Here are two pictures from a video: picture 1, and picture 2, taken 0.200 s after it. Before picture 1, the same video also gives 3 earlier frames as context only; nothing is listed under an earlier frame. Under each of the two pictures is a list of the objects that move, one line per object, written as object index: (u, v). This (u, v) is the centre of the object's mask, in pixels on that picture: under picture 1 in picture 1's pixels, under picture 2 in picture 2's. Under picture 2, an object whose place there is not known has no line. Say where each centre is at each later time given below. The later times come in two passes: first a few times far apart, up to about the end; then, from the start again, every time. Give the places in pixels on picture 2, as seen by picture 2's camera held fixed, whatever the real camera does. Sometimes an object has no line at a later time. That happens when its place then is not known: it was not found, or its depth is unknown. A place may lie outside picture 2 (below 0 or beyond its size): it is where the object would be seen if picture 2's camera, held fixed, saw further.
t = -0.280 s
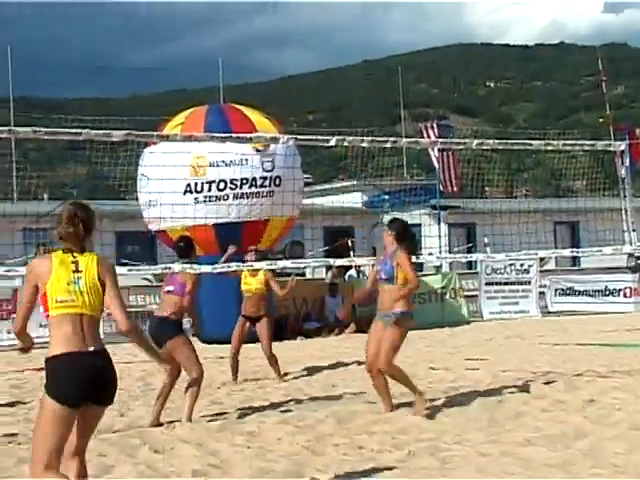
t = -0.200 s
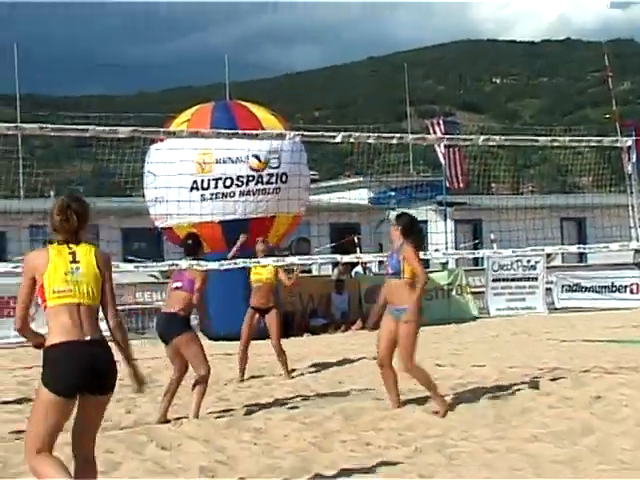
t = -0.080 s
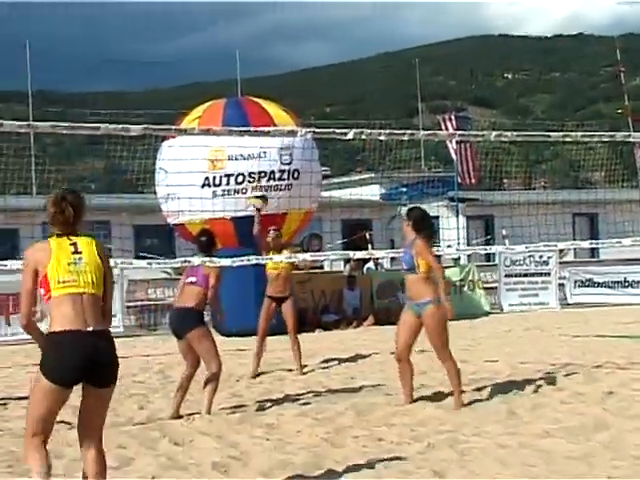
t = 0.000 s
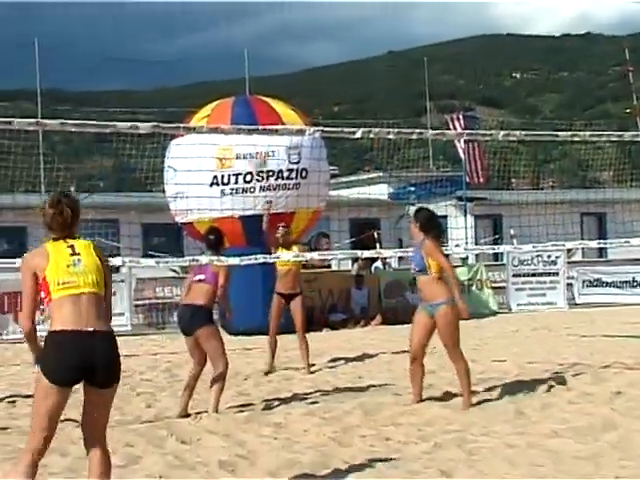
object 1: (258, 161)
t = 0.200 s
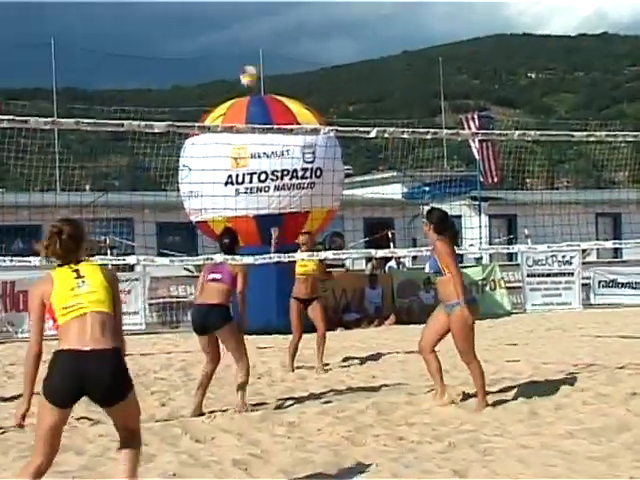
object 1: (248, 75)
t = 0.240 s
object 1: (245, 64)
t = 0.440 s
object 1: (226, 25)
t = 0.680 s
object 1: (205, 30)
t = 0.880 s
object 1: (188, 76)
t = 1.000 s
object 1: (179, 116)
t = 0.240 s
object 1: (245, 64)
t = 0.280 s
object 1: (241, 53)
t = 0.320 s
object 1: (237, 44)
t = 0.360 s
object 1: (234, 37)
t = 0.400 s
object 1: (229, 30)
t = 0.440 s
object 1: (226, 25)
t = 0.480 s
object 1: (222, 23)
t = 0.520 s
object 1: (219, 21)
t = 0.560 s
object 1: (215, 21)
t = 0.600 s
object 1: (212, 22)
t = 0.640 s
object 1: (208, 25)
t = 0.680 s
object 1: (205, 30)
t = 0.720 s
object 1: (202, 36)
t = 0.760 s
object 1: (198, 44)
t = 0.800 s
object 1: (195, 53)
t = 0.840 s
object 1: (192, 64)
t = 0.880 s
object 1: (188, 76)
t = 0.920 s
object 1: (185, 91)
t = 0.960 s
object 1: (182, 107)
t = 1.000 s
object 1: (179, 116)
